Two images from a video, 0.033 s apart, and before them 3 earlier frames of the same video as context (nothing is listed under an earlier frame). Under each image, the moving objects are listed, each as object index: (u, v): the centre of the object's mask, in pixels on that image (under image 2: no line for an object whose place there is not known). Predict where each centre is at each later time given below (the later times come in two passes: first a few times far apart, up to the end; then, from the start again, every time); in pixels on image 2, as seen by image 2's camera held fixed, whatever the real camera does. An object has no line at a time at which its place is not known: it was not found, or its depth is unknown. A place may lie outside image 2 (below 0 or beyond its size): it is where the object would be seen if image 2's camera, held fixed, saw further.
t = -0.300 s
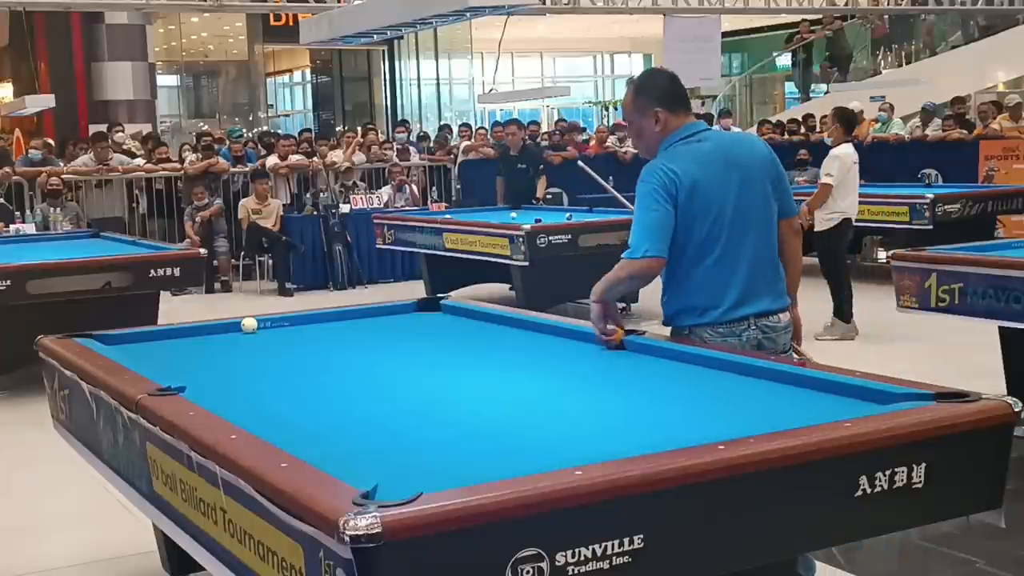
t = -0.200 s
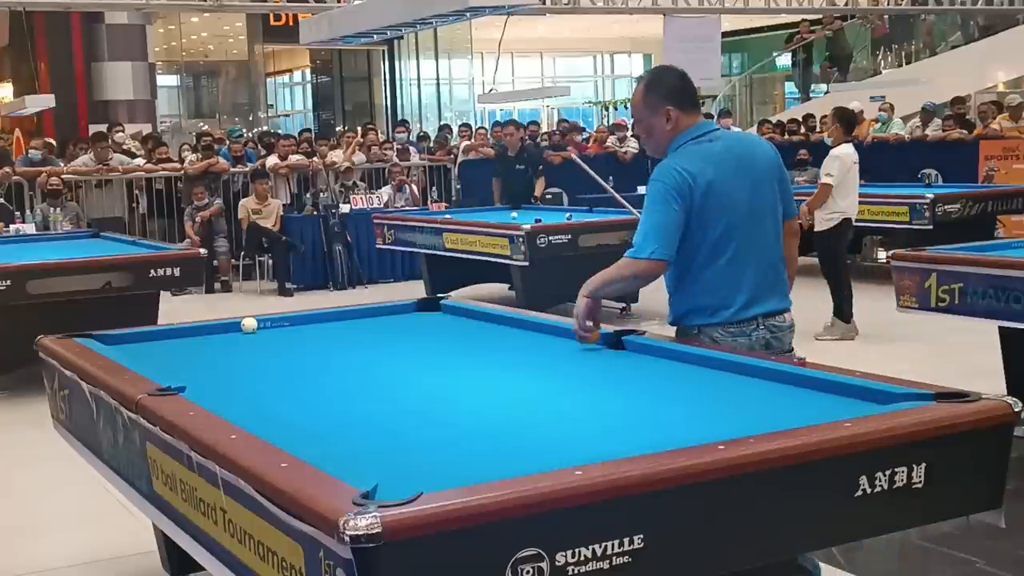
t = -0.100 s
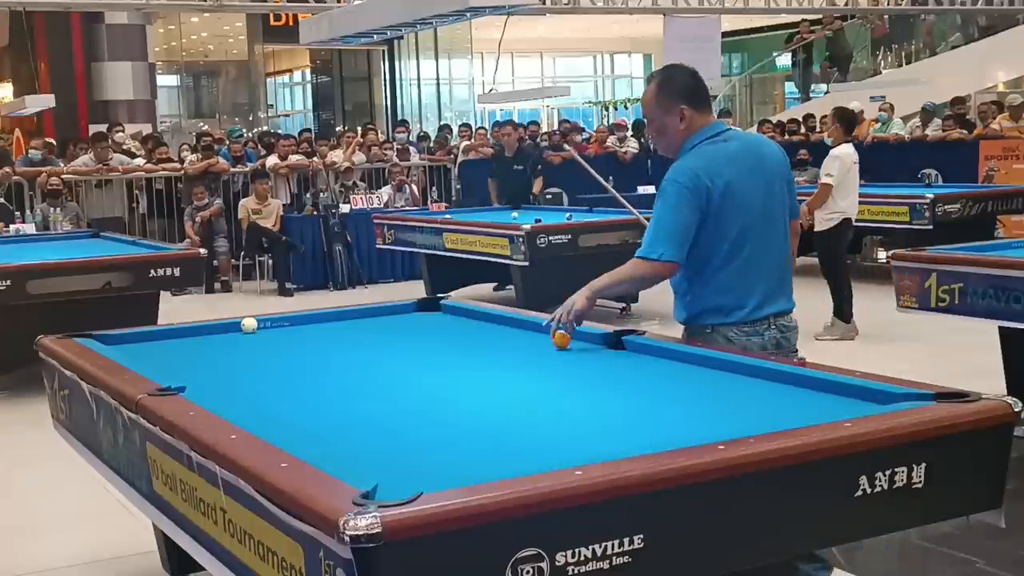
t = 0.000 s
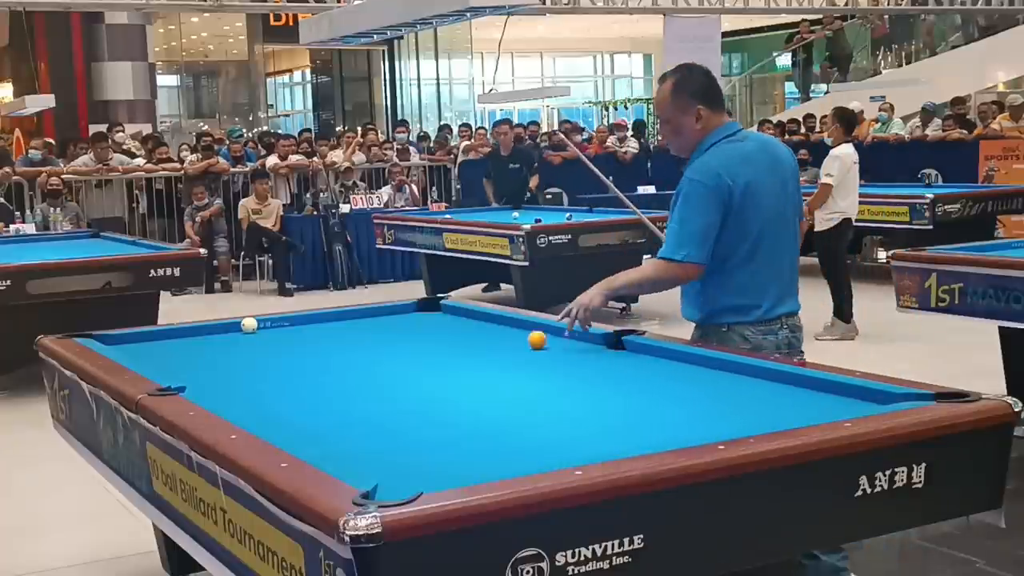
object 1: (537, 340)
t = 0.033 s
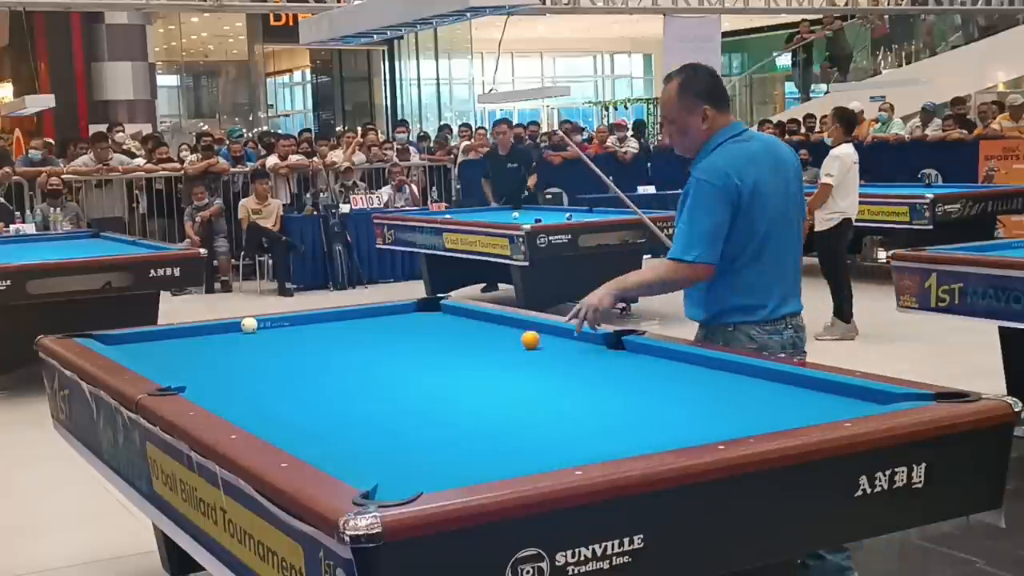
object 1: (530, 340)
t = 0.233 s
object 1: (490, 340)
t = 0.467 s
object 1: (445, 340)
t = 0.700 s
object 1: (402, 340)
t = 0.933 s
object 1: (362, 340)
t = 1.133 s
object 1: (328, 340)
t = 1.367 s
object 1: (292, 340)
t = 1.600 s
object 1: (256, 340)
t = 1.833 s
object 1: (223, 340)
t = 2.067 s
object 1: (191, 340)
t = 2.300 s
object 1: (162, 339)
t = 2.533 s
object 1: (134, 339)
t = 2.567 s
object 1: (130, 339)
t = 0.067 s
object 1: (523, 339)
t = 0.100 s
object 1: (517, 340)
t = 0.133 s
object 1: (510, 339)
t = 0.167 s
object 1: (503, 340)
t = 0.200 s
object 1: (496, 340)
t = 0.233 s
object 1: (490, 340)
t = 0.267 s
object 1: (483, 340)
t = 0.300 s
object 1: (477, 340)
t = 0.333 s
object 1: (470, 340)
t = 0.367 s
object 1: (464, 340)
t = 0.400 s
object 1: (458, 340)
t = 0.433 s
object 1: (451, 340)
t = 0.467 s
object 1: (445, 340)
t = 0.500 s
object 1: (438, 340)
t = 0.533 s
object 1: (432, 340)
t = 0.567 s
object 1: (426, 340)
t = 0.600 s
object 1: (420, 340)
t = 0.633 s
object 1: (414, 340)
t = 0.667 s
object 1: (408, 340)
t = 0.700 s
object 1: (402, 340)
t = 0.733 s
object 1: (396, 340)
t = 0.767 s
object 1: (390, 340)
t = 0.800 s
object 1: (385, 340)
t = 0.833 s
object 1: (379, 340)
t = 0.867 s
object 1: (373, 340)
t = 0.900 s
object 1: (368, 340)
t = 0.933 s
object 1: (362, 340)
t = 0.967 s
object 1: (356, 340)
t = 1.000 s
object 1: (350, 340)
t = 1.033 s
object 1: (345, 340)
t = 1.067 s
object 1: (340, 340)
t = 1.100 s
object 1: (334, 340)
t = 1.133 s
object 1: (328, 340)
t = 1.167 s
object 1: (323, 340)
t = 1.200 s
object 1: (318, 340)
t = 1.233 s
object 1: (312, 340)
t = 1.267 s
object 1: (307, 340)
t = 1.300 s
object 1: (302, 340)
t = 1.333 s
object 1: (297, 340)
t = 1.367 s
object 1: (292, 340)
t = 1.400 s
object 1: (286, 340)
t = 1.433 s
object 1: (281, 340)
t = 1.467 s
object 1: (277, 340)
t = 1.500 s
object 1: (272, 340)
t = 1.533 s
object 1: (266, 340)
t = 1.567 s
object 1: (261, 340)
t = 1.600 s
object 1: (256, 340)
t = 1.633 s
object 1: (251, 340)
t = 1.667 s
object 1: (247, 340)
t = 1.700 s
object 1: (242, 340)
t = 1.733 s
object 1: (237, 340)
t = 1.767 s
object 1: (232, 340)
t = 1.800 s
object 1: (227, 340)
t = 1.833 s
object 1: (223, 340)
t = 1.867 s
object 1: (218, 340)
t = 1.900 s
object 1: (214, 340)
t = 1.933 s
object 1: (209, 340)
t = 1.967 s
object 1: (205, 340)
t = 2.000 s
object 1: (200, 340)
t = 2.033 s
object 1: (196, 340)
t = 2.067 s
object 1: (191, 340)
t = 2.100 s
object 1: (187, 340)
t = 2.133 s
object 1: (183, 340)
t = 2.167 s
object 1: (178, 340)
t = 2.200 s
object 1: (174, 340)
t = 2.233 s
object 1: (170, 339)
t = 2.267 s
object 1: (166, 340)
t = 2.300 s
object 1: (162, 339)
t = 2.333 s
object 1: (157, 340)
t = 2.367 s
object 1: (153, 340)
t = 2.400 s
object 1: (149, 339)
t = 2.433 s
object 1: (145, 339)
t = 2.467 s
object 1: (141, 340)
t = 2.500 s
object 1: (137, 339)
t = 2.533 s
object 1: (134, 339)
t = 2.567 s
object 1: (130, 339)
